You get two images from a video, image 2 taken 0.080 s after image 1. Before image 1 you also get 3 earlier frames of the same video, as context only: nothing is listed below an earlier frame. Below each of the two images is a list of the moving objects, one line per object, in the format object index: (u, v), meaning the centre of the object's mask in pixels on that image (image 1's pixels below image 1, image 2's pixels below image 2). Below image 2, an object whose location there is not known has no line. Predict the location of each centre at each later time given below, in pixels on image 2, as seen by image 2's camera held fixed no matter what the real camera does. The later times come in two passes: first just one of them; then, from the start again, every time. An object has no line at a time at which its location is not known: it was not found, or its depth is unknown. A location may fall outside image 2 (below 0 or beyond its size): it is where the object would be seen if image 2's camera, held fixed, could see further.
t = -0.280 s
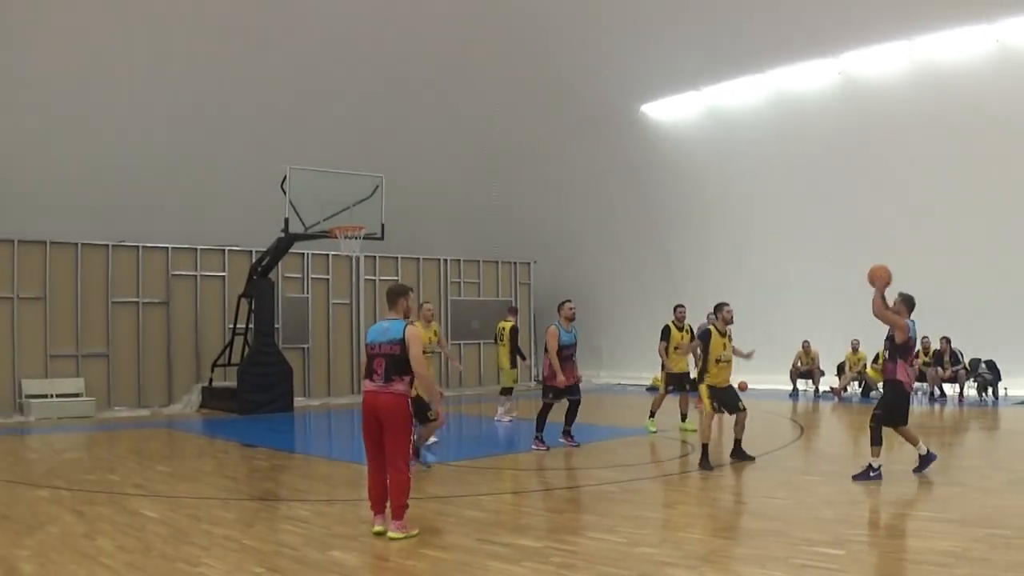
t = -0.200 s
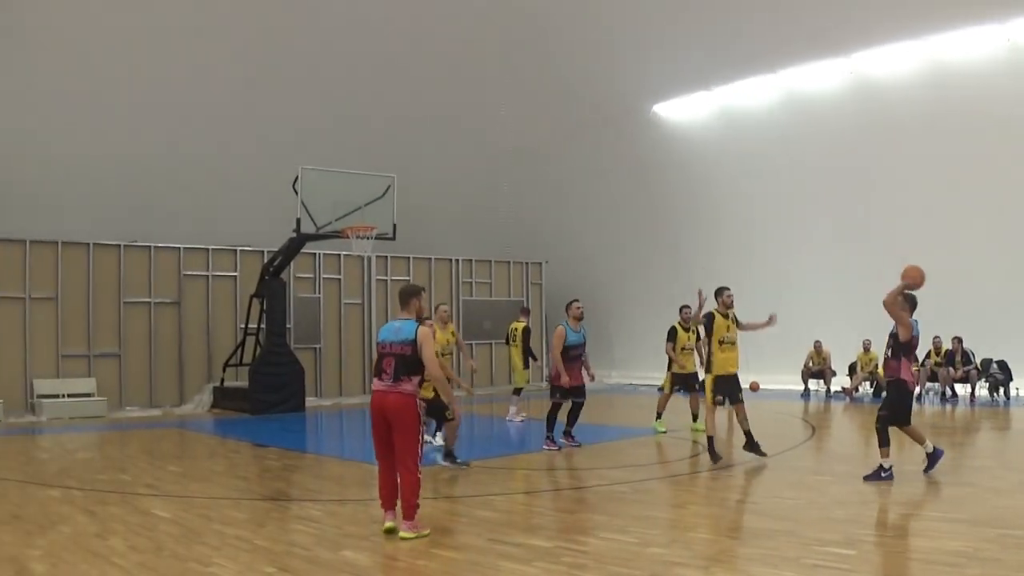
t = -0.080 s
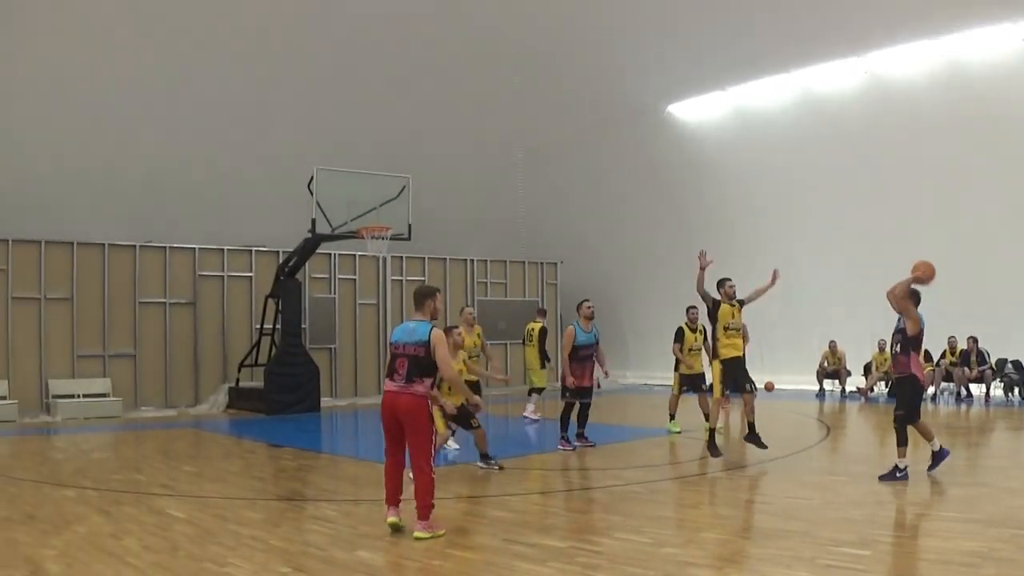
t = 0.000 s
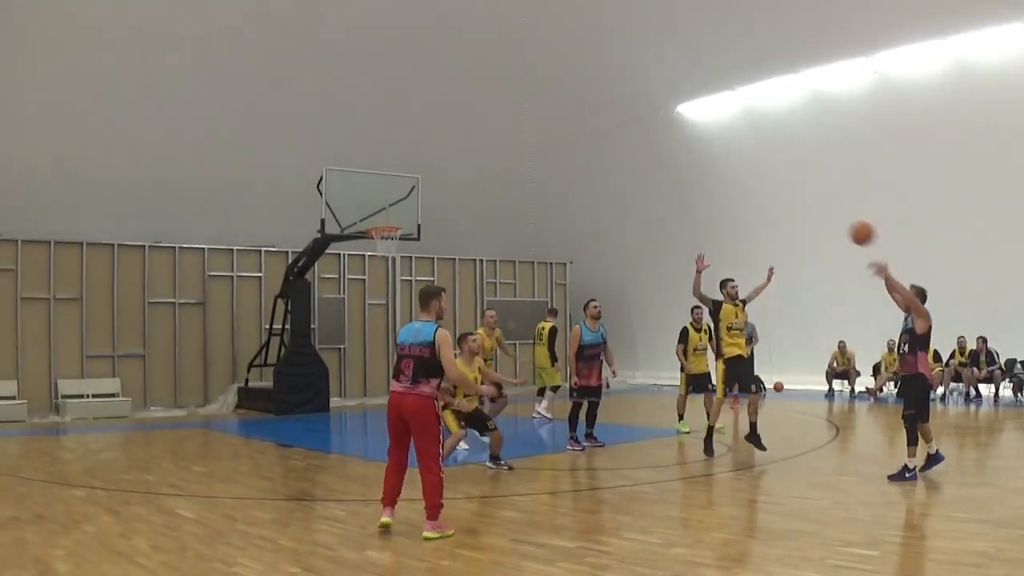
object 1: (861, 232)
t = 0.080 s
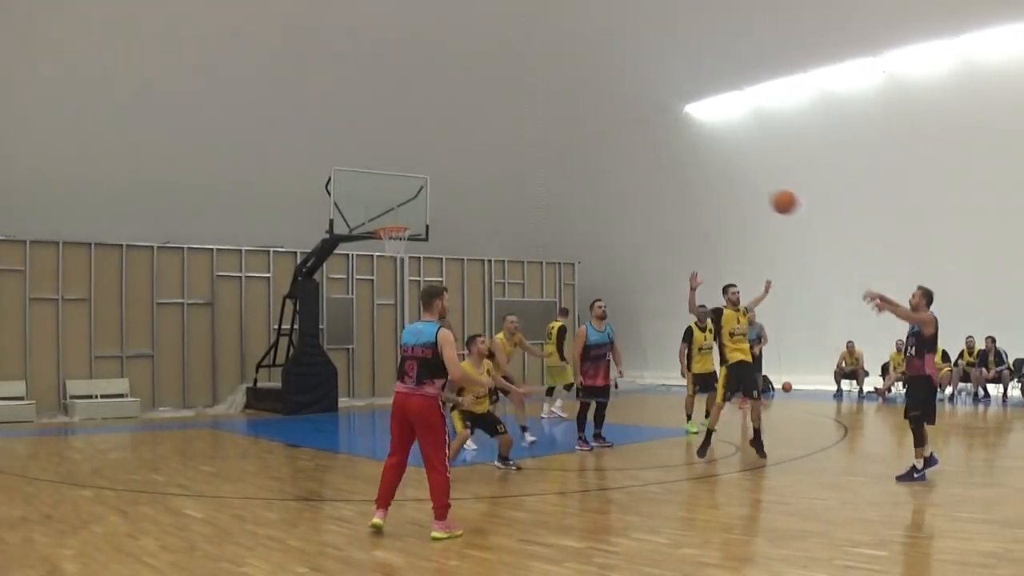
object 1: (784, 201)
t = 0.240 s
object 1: (619, 162)
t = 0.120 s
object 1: (741, 189)
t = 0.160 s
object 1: (700, 178)
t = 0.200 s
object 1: (659, 168)
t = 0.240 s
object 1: (619, 162)
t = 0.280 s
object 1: (579, 156)
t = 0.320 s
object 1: (542, 153)
